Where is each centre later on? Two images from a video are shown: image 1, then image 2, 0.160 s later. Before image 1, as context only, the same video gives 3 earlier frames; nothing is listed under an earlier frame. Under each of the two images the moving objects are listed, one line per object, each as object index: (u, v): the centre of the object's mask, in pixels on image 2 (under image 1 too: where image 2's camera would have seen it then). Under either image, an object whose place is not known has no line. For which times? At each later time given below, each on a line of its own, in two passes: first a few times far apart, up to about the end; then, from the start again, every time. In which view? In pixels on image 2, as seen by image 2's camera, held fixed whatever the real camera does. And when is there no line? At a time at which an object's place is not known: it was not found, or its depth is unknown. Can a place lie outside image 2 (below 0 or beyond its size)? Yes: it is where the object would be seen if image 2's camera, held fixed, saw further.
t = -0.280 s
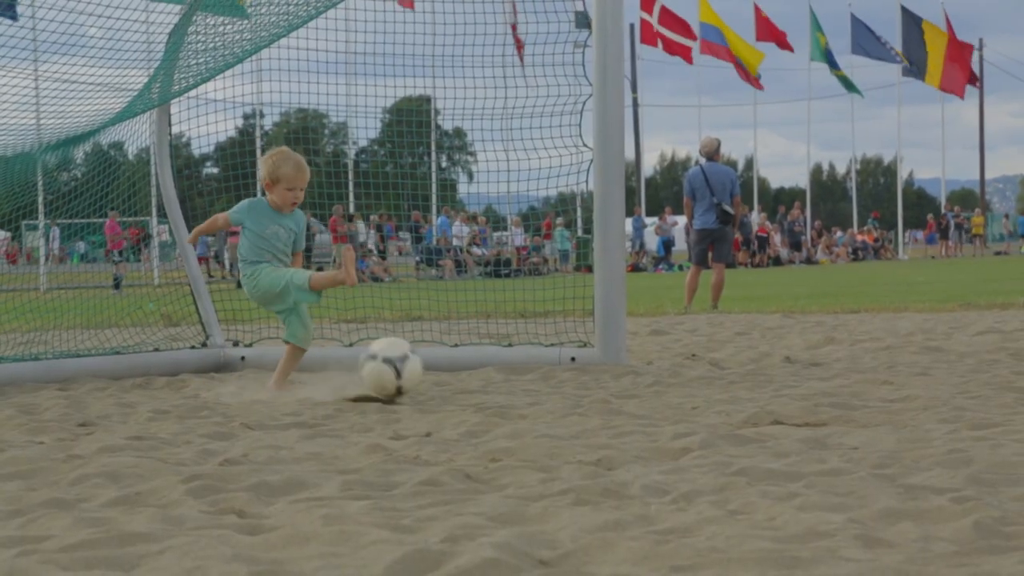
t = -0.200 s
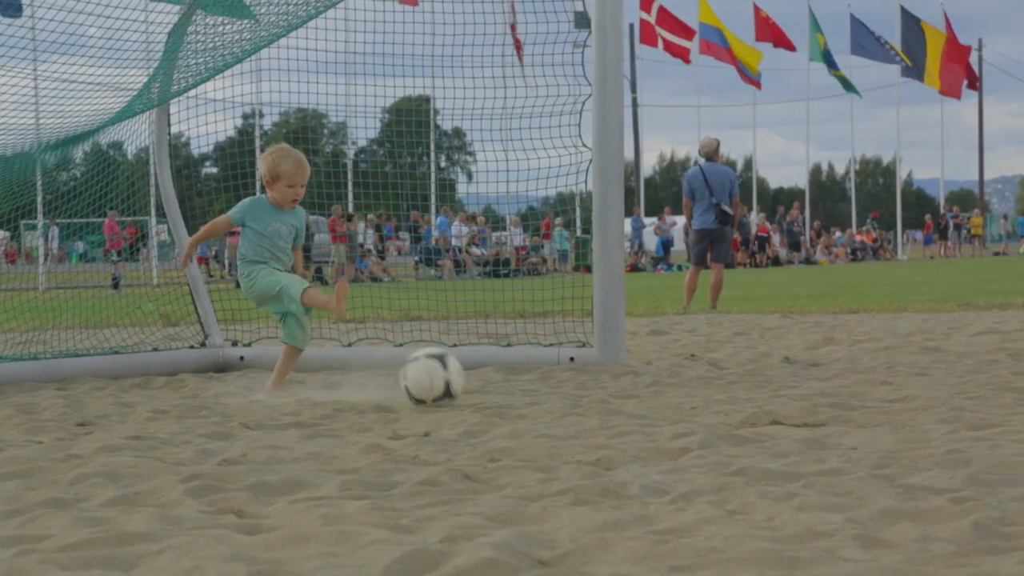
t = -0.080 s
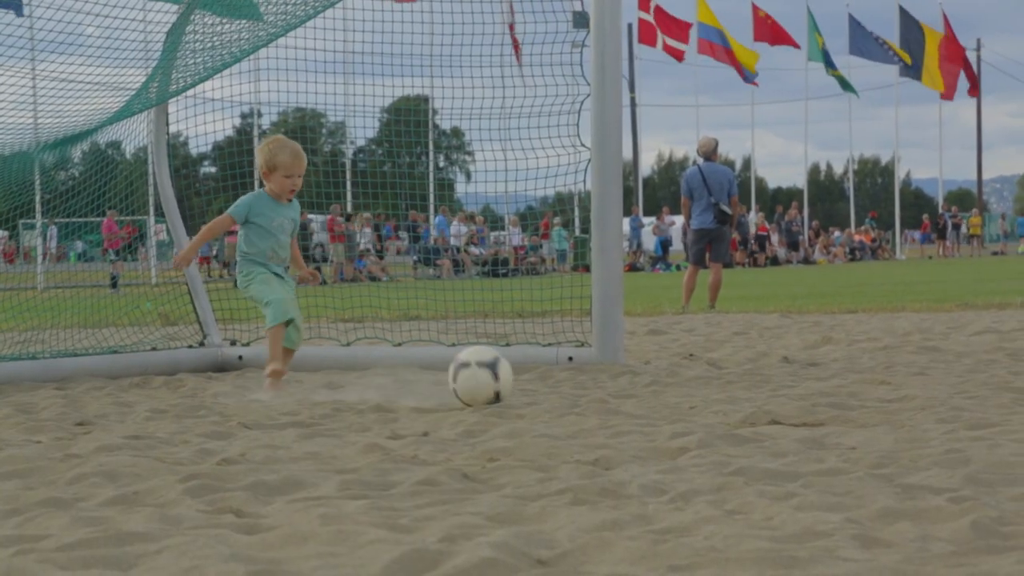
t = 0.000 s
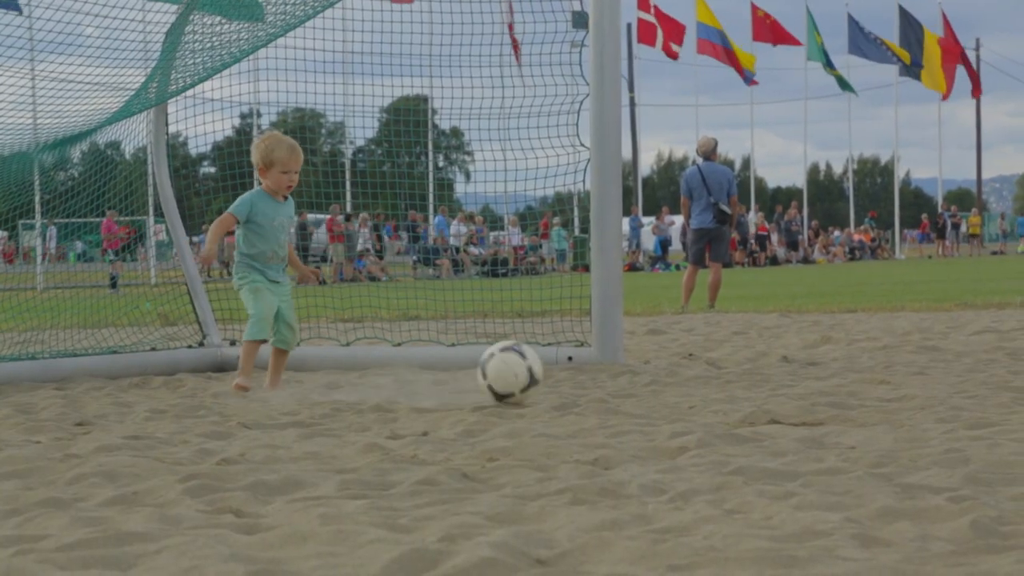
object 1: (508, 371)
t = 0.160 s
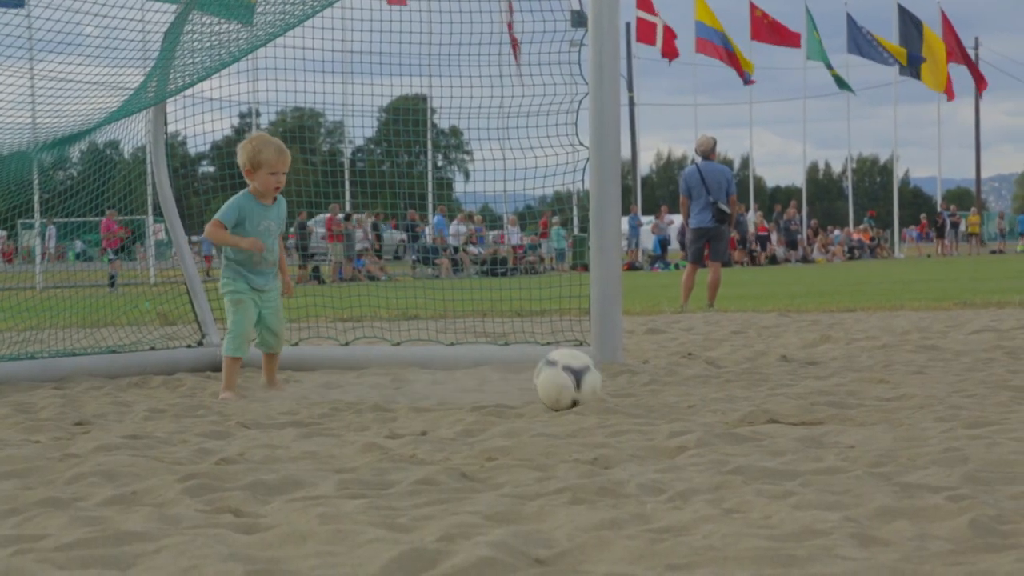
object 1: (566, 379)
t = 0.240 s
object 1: (593, 374)
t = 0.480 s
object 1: (670, 387)
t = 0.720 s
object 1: (725, 380)
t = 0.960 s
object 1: (752, 383)
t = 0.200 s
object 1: (579, 380)
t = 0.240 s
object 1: (593, 374)
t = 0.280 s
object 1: (606, 372)
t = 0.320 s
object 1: (618, 374)
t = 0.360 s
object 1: (631, 377)
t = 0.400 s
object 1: (643, 378)
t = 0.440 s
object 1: (657, 382)
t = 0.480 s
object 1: (670, 387)
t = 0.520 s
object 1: (681, 385)
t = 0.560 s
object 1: (692, 384)
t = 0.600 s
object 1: (701, 382)
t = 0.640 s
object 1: (710, 381)
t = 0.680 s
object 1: (718, 382)
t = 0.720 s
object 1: (725, 380)
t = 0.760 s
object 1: (731, 378)
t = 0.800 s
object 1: (737, 377)
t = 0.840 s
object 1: (741, 377)
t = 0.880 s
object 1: (745, 378)
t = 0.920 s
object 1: (749, 380)
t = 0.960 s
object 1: (752, 383)
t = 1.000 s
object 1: (754, 387)
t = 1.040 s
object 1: (756, 388)
